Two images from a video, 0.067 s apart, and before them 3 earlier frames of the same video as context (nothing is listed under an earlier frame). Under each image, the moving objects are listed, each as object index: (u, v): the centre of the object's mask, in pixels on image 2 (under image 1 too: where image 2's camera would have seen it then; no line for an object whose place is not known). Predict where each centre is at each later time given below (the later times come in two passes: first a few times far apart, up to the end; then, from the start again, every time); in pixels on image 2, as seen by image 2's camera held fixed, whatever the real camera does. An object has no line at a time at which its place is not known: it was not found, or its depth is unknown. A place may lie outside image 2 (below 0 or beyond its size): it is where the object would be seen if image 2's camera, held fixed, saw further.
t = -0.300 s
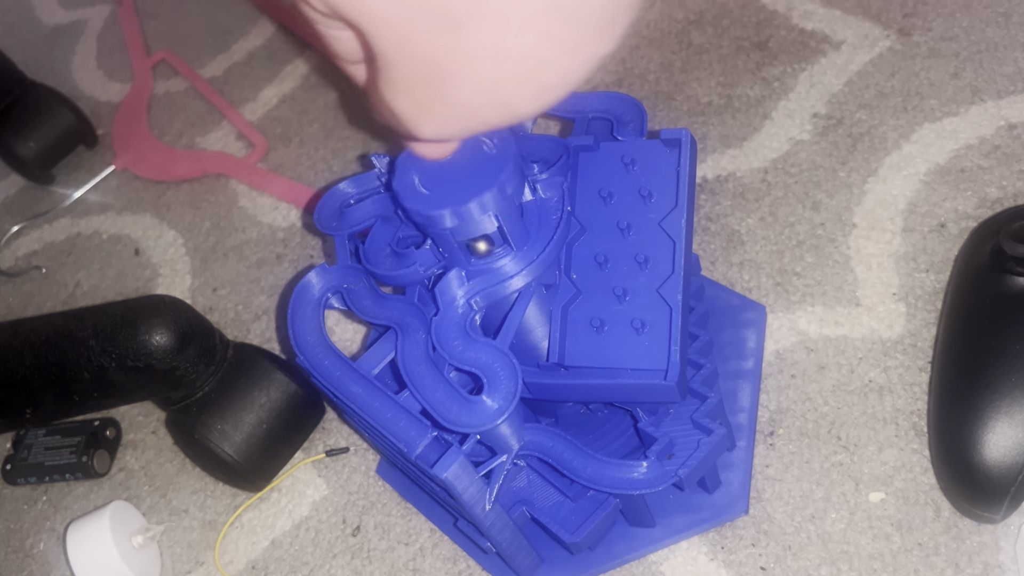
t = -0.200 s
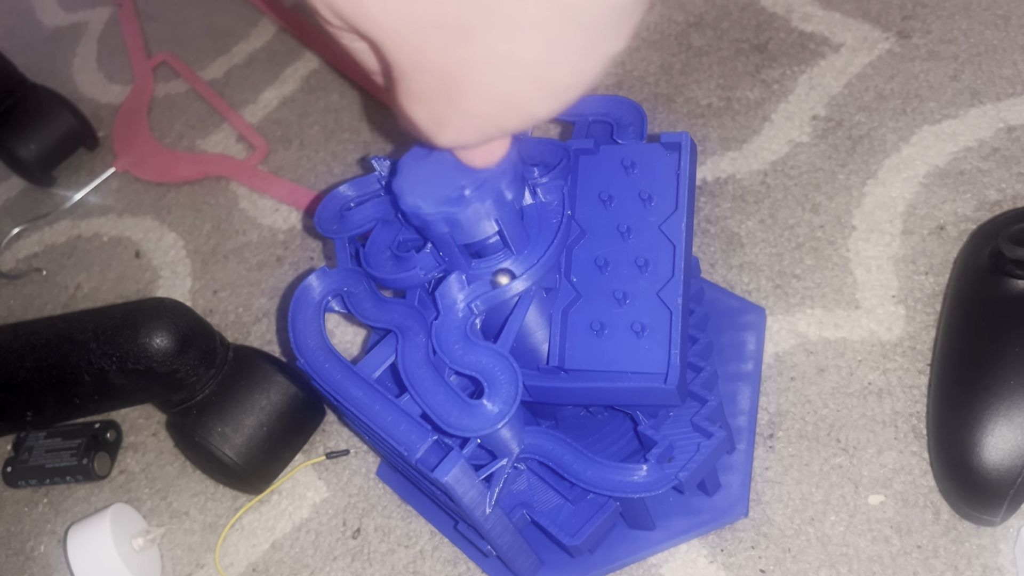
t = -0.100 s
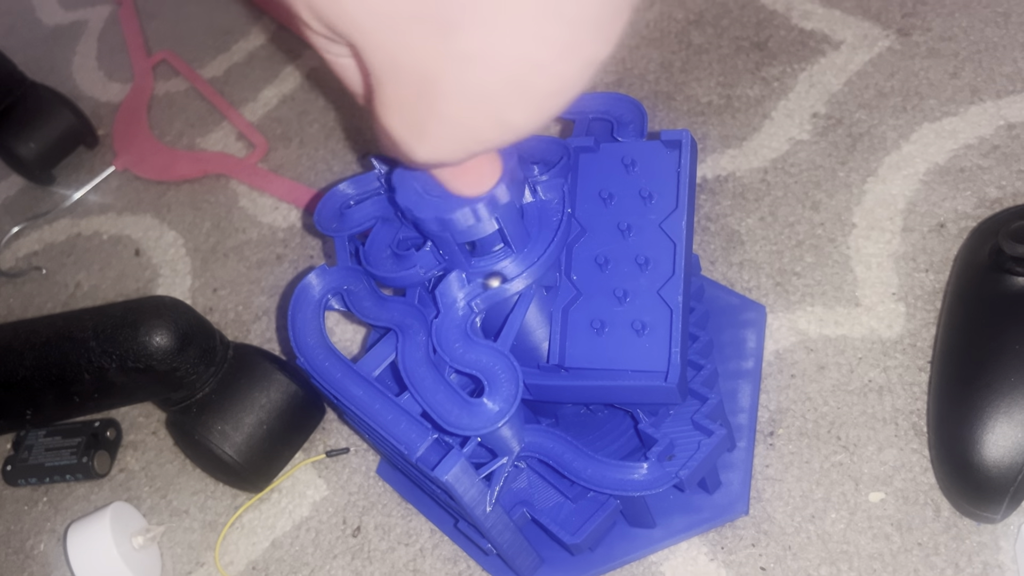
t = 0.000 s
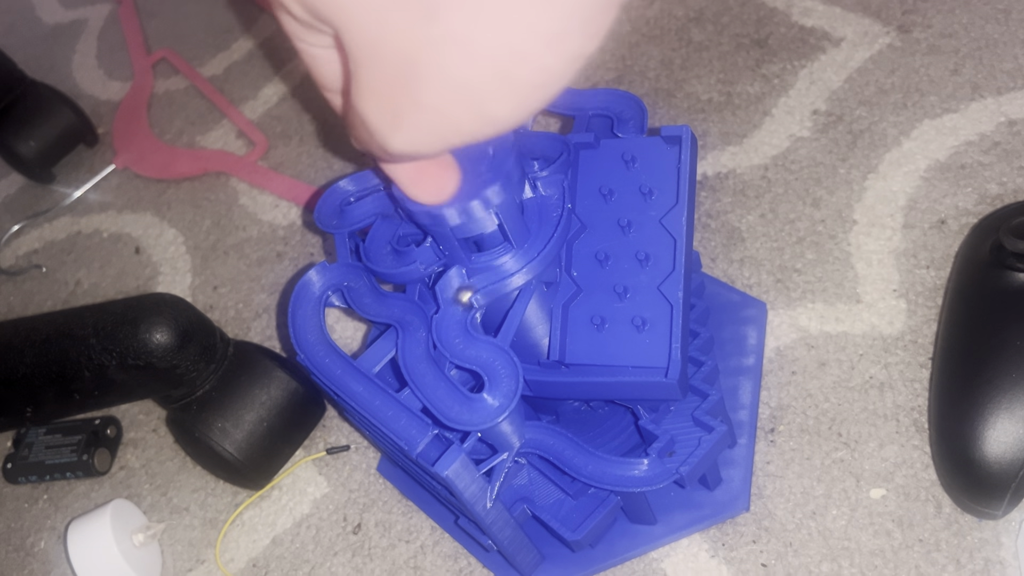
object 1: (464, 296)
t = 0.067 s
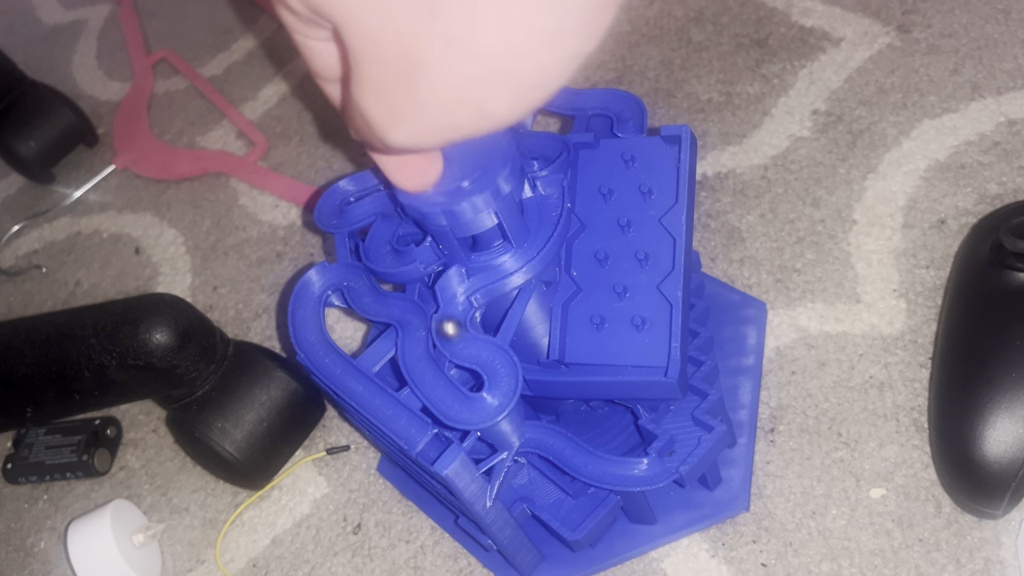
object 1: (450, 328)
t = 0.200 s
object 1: (506, 375)
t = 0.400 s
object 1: (430, 381)
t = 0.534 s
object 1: (415, 331)
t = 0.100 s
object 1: (457, 343)
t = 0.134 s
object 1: (476, 350)
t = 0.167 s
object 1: (495, 357)
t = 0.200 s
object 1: (506, 375)
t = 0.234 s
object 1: (499, 396)
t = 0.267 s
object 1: (480, 410)
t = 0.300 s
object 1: (461, 408)
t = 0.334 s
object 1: (449, 401)
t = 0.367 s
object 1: (440, 390)
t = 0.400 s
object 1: (430, 381)
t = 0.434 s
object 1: (422, 370)
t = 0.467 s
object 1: (417, 359)
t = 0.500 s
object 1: (414, 345)
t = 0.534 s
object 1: (415, 331)
